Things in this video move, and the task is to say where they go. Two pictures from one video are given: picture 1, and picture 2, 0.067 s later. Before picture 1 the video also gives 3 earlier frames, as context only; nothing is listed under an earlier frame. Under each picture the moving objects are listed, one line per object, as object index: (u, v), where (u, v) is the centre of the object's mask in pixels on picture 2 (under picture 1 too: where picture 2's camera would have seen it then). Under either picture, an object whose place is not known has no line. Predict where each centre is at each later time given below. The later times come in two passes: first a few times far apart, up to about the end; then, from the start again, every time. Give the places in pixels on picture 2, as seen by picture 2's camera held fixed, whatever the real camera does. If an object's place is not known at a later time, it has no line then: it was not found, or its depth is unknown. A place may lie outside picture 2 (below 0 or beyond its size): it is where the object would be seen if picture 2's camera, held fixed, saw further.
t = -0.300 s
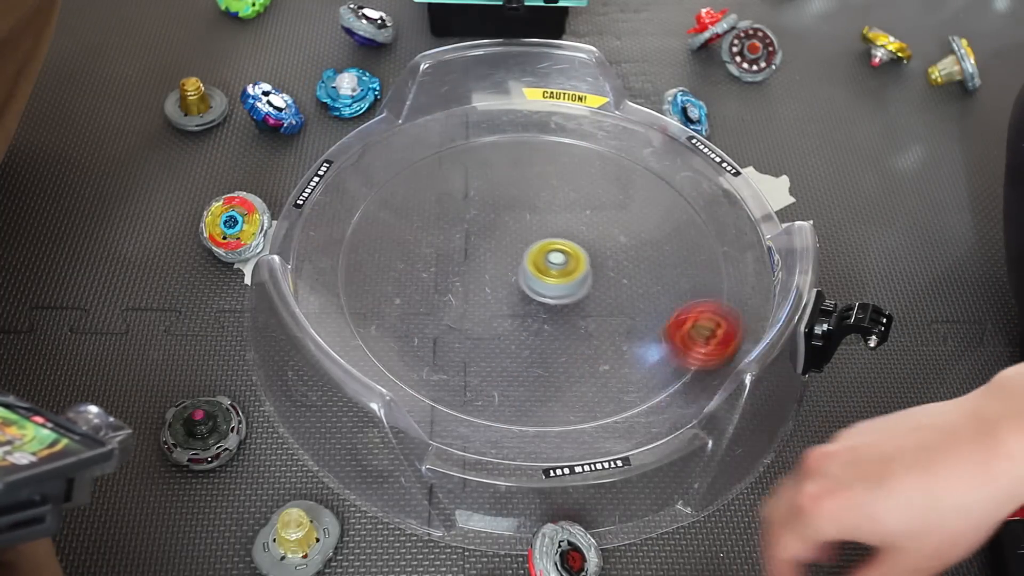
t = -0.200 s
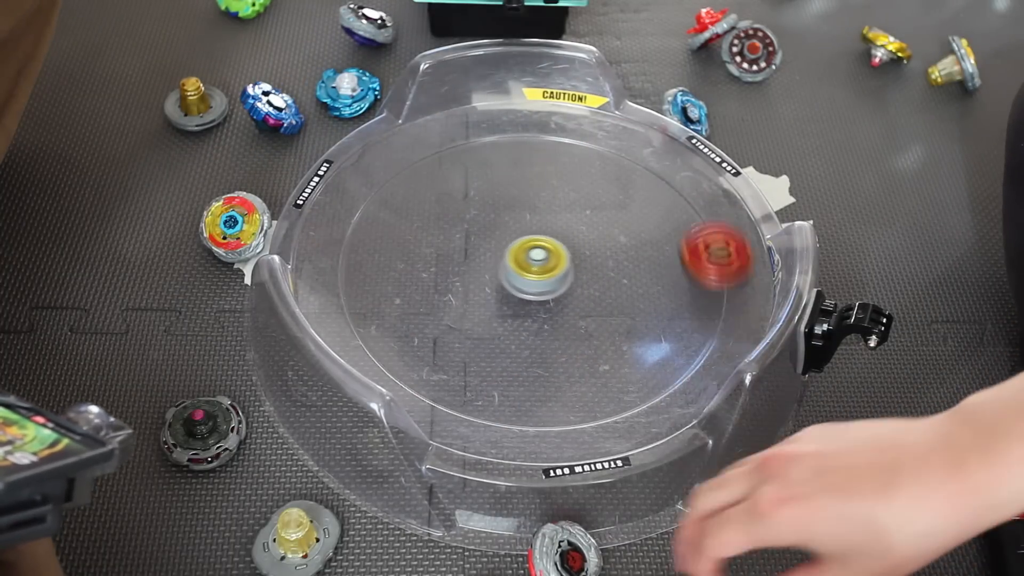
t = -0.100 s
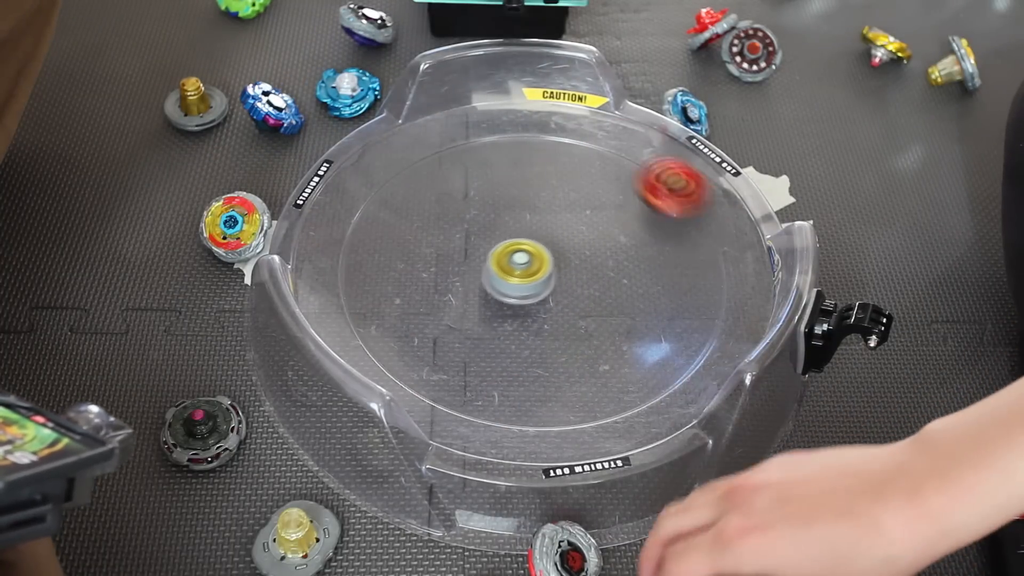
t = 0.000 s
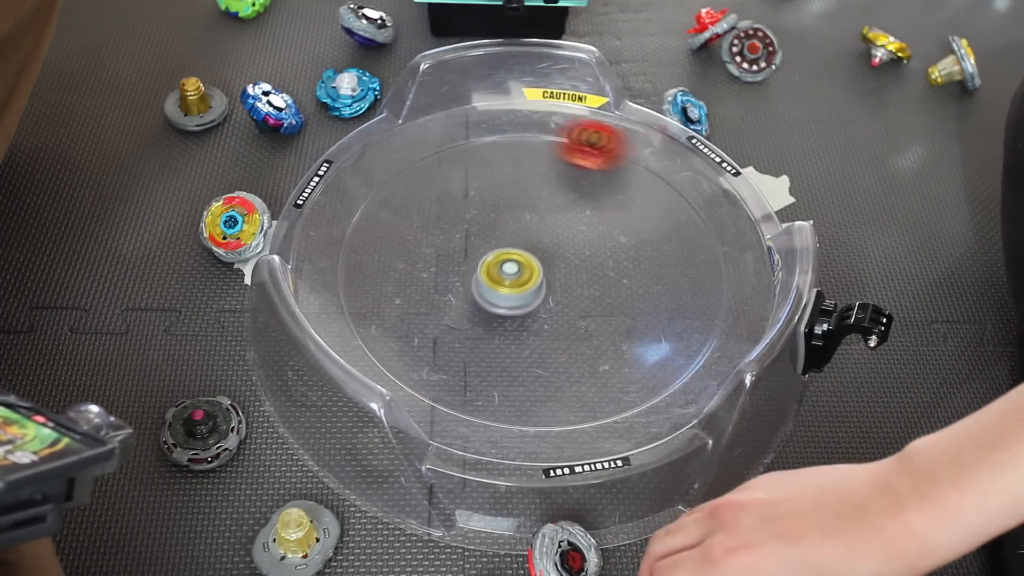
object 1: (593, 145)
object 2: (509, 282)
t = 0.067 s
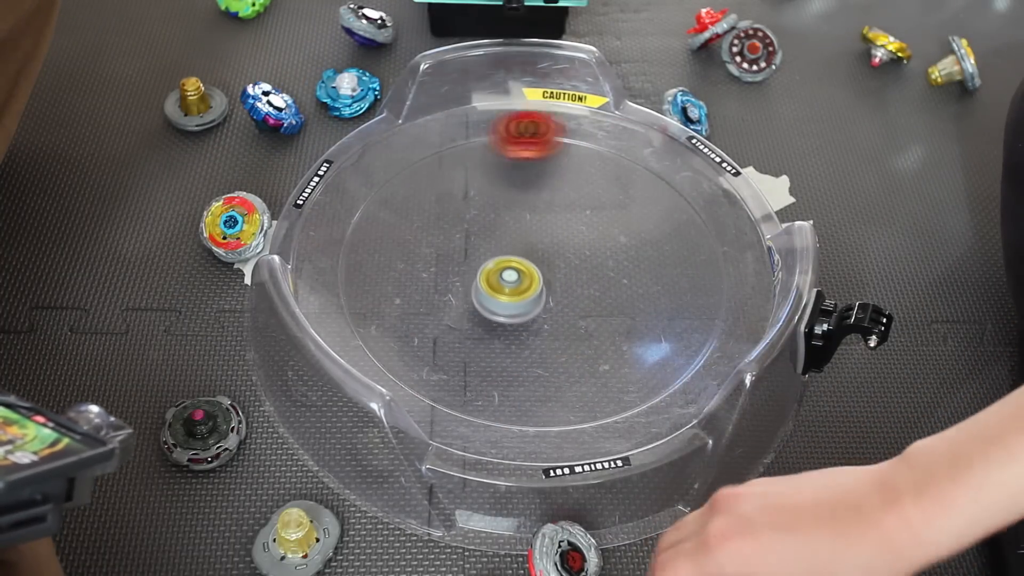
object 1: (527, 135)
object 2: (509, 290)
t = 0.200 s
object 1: (406, 167)
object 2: (520, 300)
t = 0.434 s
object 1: (386, 346)
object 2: (546, 289)
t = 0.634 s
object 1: (606, 394)
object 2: (528, 267)
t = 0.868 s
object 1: (699, 243)
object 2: (497, 274)
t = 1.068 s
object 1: (568, 138)
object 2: (512, 289)
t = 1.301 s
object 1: (371, 191)
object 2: (539, 273)
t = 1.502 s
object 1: (397, 350)
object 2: (526, 254)
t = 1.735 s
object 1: (639, 370)
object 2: (505, 267)
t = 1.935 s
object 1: (699, 233)
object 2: (531, 281)
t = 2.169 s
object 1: (544, 128)
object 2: (553, 266)
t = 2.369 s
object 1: (385, 182)
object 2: (535, 255)
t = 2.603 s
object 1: (413, 354)
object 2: (525, 277)
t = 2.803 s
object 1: (620, 384)
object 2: (552, 287)
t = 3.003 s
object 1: (714, 262)
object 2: (555, 270)
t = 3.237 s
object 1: (587, 141)
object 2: (535, 278)
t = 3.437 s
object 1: (416, 169)
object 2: (543, 291)
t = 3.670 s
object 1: (387, 332)
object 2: (543, 277)
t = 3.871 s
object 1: (573, 400)
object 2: (524, 284)
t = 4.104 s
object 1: (709, 279)
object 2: (536, 291)
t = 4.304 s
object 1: (617, 163)
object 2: (533, 277)
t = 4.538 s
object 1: (420, 167)
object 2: (513, 280)
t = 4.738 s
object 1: (360, 294)
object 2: (529, 281)
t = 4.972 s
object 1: (546, 396)
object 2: (519, 268)
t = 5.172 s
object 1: (690, 308)
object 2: (515, 275)
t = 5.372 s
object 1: (638, 178)
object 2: (529, 274)
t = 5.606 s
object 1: (452, 148)
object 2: (529, 264)
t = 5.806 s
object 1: (361, 257)
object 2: (525, 267)
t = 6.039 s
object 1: (514, 384)
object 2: (532, 272)
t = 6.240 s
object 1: (679, 320)
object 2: (537, 268)
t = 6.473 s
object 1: (640, 175)
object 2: (539, 269)
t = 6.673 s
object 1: (483, 147)
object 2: (543, 275)
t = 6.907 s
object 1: (378, 270)
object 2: (541, 282)
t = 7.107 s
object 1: (503, 382)
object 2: (545, 280)
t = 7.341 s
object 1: (687, 316)
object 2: (535, 282)
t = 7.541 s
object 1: (652, 194)
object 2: (539, 287)
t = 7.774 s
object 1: (467, 165)
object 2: (538, 280)
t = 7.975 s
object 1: (380, 274)
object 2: (527, 277)
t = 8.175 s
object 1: (498, 382)
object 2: (521, 280)
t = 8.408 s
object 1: (673, 315)
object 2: (526, 280)
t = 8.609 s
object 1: (628, 193)
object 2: (525, 274)
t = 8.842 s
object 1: (447, 172)
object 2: (518, 274)
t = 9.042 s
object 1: (381, 284)
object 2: (526, 278)
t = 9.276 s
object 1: (549, 375)
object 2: (530, 270)
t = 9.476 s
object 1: (670, 287)
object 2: (523, 268)
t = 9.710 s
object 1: (580, 167)
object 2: (527, 274)
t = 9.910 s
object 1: (430, 185)
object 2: (535, 276)
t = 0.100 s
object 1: (494, 136)
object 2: (510, 293)
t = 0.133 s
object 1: (462, 142)
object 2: (512, 296)
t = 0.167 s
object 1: (433, 152)
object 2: (516, 298)
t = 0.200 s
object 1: (406, 167)
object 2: (520, 300)
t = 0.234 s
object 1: (383, 184)
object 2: (525, 301)
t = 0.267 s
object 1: (364, 205)
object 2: (529, 301)
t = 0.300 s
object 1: (351, 230)
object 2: (534, 301)
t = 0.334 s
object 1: (346, 258)
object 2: (538, 300)
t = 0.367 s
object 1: (352, 289)
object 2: (542, 297)
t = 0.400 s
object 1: (363, 318)
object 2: (544, 294)
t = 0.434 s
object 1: (386, 346)
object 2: (546, 289)
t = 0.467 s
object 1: (416, 369)
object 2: (546, 285)
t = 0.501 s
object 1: (449, 387)
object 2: (545, 280)
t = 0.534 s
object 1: (486, 399)
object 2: (542, 276)
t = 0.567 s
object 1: (528, 404)
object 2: (537, 273)
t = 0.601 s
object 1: (568, 403)
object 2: (533, 270)
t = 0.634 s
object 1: (606, 394)
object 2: (528, 267)
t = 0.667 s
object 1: (637, 380)
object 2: (522, 265)
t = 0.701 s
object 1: (664, 364)
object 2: (516, 264)
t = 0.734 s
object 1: (686, 342)
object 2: (511, 264)
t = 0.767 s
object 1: (699, 319)
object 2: (506, 266)
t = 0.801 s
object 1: (706, 293)
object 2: (502, 268)
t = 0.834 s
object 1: (706, 267)
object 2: (499, 271)
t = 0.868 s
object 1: (699, 243)
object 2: (497, 274)
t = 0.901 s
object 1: (688, 219)
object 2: (496, 278)
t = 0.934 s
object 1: (671, 197)
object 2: (497, 281)
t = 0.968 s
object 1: (650, 177)
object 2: (499, 284)
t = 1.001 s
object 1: (627, 161)
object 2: (503, 287)
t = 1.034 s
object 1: (601, 148)
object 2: (507, 288)
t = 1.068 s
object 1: (568, 138)
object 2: (512, 289)
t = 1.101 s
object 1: (537, 132)
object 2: (518, 289)
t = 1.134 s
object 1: (506, 130)
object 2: (523, 288)
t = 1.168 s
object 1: (475, 133)
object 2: (529, 286)
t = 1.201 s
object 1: (446, 139)
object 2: (533, 284)
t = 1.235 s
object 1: (417, 151)
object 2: (537, 281)
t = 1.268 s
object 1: (392, 168)
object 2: (539, 277)
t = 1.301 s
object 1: (371, 191)
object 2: (539, 273)
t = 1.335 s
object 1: (356, 215)
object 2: (539, 270)
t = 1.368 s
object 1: (349, 244)
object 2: (538, 266)
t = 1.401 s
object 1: (350, 274)
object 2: (537, 262)
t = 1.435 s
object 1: (358, 302)
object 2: (535, 258)
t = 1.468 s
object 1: (374, 327)
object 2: (531, 256)
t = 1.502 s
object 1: (397, 350)
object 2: (526, 254)
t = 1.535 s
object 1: (429, 371)
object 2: (521, 253)
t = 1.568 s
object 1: (462, 384)
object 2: (517, 253)
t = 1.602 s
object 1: (498, 393)
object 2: (512, 255)
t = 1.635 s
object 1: (537, 396)
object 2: (509, 257)
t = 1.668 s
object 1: (574, 393)
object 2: (506, 260)
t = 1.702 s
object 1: (609, 385)
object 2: (505, 263)
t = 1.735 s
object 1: (639, 370)
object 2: (505, 267)
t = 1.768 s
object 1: (666, 351)
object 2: (506, 271)
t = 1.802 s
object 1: (686, 331)
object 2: (508, 274)
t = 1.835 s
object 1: (698, 306)
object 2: (513, 278)
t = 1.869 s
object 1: (705, 283)
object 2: (518, 280)
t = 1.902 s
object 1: (705, 258)
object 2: (524, 281)
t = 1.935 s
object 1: (699, 233)
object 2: (531, 281)
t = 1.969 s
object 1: (687, 210)
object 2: (537, 281)
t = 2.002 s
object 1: (671, 189)
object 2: (542, 280)
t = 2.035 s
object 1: (651, 170)
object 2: (546, 278)
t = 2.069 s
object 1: (629, 155)
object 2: (549, 276)
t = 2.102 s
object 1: (604, 143)
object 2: (551, 273)
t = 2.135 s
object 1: (574, 134)
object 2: (553, 269)
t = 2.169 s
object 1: (544, 128)
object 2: (553, 266)
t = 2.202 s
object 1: (513, 127)
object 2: (553, 262)
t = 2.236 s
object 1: (483, 130)
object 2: (551, 259)
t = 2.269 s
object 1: (454, 137)
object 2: (548, 257)
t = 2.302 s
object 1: (429, 149)
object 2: (544, 255)
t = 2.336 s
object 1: (404, 164)
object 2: (539, 255)
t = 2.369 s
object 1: (385, 182)
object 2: (535, 255)
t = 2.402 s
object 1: (370, 203)
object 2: (530, 257)
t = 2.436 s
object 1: (360, 228)
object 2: (526, 259)
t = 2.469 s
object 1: (357, 254)
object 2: (524, 263)
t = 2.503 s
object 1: (360, 280)
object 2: (522, 266)
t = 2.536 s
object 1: (371, 307)
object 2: (522, 270)
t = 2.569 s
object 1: (389, 332)
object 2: (523, 273)
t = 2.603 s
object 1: (413, 354)
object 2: (525, 277)
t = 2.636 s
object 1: (442, 372)
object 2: (528, 281)
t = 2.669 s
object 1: (475, 385)
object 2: (532, 283)
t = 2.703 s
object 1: (513, 394)
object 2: (537, 286)
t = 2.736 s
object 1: (549, 396)
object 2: (542, 287)
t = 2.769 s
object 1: (586, 392)
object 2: (547, 288)
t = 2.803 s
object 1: (620, 384)
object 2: (552, 287)
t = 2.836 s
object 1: (650, 369)
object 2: (557, 285)
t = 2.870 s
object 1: (675, 353)
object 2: (559, 282)
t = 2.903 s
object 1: (694, 332)
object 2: (560, 279)
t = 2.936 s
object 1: (707, 309)
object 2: (559, 276)
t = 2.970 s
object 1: (714, 286)
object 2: (558, 273)
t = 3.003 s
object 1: (714, 262)
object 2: (555, 270)
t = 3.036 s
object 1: (708, 238)
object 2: (552, 269)
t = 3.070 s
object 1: (697, 216)
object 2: (548, 268)
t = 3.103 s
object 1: (683, 196)
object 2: (544, 268)
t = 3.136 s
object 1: (663, 178)
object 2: (541, 270)
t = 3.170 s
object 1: (640, 163)
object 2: (540, 271)
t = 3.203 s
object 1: (615, 150)
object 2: (538, 275)
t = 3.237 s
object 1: (587, 141)
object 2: (535, 278)
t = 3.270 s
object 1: (557, 135)
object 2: (533, 281)
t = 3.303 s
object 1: (526, 134)
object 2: (532, 283)
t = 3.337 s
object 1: (497, 137)
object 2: (532, 286)
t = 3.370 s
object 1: (467, 144)
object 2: (535, 289)
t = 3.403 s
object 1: (440, 155)
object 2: (539, 291)
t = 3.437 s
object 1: (416, 169)
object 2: (543, 291)
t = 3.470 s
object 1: (395, 187)
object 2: (548, 290)
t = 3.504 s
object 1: (379, 208)
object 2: (552, 289)
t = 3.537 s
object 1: (367, 231)
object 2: (554, 286)
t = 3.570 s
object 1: (362, 257)
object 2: (554, 283)
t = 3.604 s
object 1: (363, 282)
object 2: (551, 280)
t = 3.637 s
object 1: (372, 309)
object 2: (548, 278)
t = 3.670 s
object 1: (387, 332)
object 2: (543, 277)
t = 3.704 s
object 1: (409, 354)
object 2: (538, 277)
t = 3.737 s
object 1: (437, 374)
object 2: (533, 278)
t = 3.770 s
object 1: (467, 387)
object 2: (529, 279)
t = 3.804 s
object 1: (503, 397)
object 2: (526, 280)
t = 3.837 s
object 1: (538, 401)
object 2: (524, 282)
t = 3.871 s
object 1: (573, 400)
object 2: (524, 284)
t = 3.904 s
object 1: (606, 393)
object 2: (524, 286)
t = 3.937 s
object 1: (636, 382)
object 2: (524, 288)
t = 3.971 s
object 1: (662, 366)
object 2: (526, 289)
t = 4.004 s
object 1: (684, 348)
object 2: (528, 291)
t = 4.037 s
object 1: (698, 326)
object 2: (530, 291)
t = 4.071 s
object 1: (707, 303)
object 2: (533, 291)
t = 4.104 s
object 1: (709, 279)
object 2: (536, 291)
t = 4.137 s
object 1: (705, 256)
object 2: (539, 289)
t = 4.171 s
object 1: (696, 234)
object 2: (540, 286)
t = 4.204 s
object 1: (682, 212)
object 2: (540, 283)
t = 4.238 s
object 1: (665, 193)
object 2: (539, 281)
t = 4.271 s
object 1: (642, 176)
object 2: (536, 279)
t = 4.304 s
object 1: (617, 163)
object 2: (533, 277)
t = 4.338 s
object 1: (590, 153)
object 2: (529, 276)
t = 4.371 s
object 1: (561, 145)
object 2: (525, 275)
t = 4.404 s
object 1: (531, 142)
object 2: (521, 274)
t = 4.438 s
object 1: (501, 143)
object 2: (517, 275)
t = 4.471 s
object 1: (472, 147)
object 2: (514, 276)
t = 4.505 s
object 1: (444, 155)
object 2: (513, 278)
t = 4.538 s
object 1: (420, 167)
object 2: (513, 280)
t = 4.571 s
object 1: (397, 183)
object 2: (515, 282)
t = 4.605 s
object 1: (379, 201)
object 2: (517, 284)
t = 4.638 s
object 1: (365, 222)
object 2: (520, 284)
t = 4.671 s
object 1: (357, 245)
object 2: (524, 284)
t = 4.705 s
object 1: (355, 270)
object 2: (527, 283)
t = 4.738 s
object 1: (360, 294)
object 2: (529, 281)
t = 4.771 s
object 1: (372, 319)
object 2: (530, 278)
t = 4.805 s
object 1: (390, 342)
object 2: (530, 276)
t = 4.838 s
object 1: (415, 362)
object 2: (529, 273)
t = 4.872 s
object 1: (443, 378)
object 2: (526, 271)
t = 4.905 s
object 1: (476, 389)
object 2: (524, 270)
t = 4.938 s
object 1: (512, 395)
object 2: (522, 269)
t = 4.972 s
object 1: (546, 396)
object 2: (519, 268)
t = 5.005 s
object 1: (580, 392)
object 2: (516, 268)
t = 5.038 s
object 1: (610, 383)
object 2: (515, 269)
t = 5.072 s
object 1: (640, 367)
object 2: (514, 270)
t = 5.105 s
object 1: (661, 350)
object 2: (514, 272)
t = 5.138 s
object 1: (679, 330)
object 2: (514, 273)
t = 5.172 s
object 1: (690, 308)
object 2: (515, 275)
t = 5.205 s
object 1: (695, 284)
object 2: (517, 276)
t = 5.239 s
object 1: (693, 260)
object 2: (521, 277)
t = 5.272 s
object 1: (686, 237)
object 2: (523, 277)
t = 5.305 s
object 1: (674, 216)
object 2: (526, 276)
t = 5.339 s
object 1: (658, 196)
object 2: (528, 276)
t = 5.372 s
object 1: (638, 178)
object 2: (529, 274)
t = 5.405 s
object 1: (616, 164)
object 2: (530, 273)
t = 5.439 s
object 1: (591, 153)
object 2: (531, 271)
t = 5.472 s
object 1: (564, 144)
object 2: (531, 269)
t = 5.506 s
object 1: (534, 139)
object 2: (531, 267)
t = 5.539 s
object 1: (507, 138)
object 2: (531, 266)
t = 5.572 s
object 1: (478, 141)
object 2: (530, 265)
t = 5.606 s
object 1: (452, 148)
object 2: (529, 264)
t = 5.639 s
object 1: (428, 159)
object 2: (528, 264)
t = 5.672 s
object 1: (406, 173)
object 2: (527, 264)
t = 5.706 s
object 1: (387, 190)
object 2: (526, 265)
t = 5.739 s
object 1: (373, 211)
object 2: (525, 265)
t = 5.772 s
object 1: (364, 233)
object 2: (525, 266)
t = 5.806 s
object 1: (361, 257)
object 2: (525, 267)
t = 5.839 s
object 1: (366, 282)
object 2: (525, 268)
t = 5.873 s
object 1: (377, 307)
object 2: (525, 269)
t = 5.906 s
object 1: (395, 330)
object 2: (526, 270)
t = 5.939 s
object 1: (419, 350)
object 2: (528, 271)
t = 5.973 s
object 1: (448, 367)
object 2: (529, 272)
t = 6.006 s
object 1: (481, 378)
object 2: (531, 272)
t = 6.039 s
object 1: (514, 384)
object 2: (532, 272)
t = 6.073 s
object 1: (549, 385)
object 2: (533, 272)
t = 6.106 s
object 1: (583, 381)
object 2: (534, 271)
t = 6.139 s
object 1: (612, 372)
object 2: (535, 270)
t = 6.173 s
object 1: (640, 358)
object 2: (536, 269)
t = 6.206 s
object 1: (663, 340)
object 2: (537, 268)
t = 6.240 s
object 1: (679, 320)
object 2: (537, 268)
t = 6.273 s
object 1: (689, 298)
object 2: (538, 267)
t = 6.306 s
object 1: (695, 276)
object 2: (538, 267)
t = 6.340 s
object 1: (693, 253)
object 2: (538, 268)
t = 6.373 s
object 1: (686, 231)
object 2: (538, 268)
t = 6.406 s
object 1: (675, 210)
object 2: (538, 268)
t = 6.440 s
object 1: (659, 192)
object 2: (539, 268)
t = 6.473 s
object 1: (640, 175)
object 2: (539, 269)
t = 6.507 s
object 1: (618, 162)
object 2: (540, 269)
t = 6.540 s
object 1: (593, 152)
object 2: (542, 270)
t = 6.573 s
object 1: (566, 144)
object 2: (544, 271)
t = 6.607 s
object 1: (538, 141)
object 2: (544, 273)
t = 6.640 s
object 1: (510, 142)
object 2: (544, 274)
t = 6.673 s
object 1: (483, 147)
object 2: (543, 275)
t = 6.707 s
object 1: (457, 155)
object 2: (543, 276)
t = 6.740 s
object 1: (434, 167)
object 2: (541, 277)
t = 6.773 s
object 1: (414, 183)
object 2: (540, 278)
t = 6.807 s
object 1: (396, 201)
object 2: (540, 279)
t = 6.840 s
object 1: (385, 222)
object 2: (540, 280)
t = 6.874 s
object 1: (379, 246)
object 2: (540, 281)
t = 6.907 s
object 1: (378, 270)
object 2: (541, 282)
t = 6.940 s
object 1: (384, 294)
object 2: (542, 283)
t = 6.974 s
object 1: (397, 318)
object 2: (544, 283)
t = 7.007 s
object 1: (417, 339)
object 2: (545, 282)
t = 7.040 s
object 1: (442, 358)
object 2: (545, 281)
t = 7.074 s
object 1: (471, 372)
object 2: (545, 281)
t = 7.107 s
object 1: (503, 382)
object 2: (545, 280)
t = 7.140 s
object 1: (536, 386)
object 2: (544, 279)
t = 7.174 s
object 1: (570, 385)
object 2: (542, 278)
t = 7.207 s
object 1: (601, 379)
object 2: (541, 279)
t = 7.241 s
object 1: (629, 369)
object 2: (539, 279)
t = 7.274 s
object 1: (653, 354)
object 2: (537, 280)
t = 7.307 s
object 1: (674, 336)
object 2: (536, 281)
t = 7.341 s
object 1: (687, 316)
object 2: (535, 282)
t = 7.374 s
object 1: (694, 295)
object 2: (535, 283)
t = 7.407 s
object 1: (696, 273)
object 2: (535, 284)
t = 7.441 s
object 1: (692, 251)
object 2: (535, 285)
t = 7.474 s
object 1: (683, 231)
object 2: (536, 286)
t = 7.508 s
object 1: (669, 211)
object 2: (537, 288)
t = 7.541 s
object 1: (652, 194)
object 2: (539, 287)
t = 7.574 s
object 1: (630, 180)
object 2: (540, 286)
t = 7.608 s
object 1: (605, 168)
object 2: (541, 285)
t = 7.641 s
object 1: (581, 160)
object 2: (541, 283)
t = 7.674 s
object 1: (550, 155)
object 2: (541, 282)
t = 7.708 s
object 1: (522, 154)
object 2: (541, 281)
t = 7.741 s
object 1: (494, 158)
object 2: (540, 280)
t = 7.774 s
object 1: (467, 165)
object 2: (538, 280)
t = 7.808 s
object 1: (442, 176)
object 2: (536, 279)
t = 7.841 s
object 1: (420, 191)
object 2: (534, 279)
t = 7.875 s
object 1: (402, 208)
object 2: (533, 278)
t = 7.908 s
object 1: (389, 228)
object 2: (531, 277)
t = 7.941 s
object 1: (382, 251)
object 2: (529, 277)
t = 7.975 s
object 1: (380, 274)
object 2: (527, 277)
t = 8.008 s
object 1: (385, 298)
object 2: (526, 277)
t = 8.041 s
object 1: (398, 321)
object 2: (524, 278)
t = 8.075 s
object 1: (416, 343)
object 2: (523, 278)
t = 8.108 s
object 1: (440, 360)
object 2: (522, 279)
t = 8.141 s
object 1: (467, 373)
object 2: (522, 280)
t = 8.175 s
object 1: (498, 382)
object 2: (521, 280)
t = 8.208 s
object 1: (531, 386)
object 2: (521, 281)
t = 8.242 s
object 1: (562, 385)
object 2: (521, 281)
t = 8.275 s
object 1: (592, 379)
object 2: (522, 281)
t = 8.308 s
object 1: (619, 368)
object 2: (523, 281)
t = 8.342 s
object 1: (642, 353)
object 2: (524, 281)
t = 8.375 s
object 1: (661, 336)
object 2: (525, 280)
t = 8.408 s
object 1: (673, 315)
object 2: (526, 280)
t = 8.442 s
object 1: (680, 293)
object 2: (527, 279)
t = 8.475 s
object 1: (680, 271)
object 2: (527, 278)
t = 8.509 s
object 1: (674, 249)
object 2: (527, 277)
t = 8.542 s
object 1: (663, 229)
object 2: (527, 275)
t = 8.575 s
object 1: (648, 209)
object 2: (526, 275)
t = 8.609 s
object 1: (628, 193)
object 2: (525, 274)
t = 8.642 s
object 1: (606, 179)
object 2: (523, 273)
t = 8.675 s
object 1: (582, 169)
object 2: (522, 273)
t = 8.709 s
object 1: (554, 162)
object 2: (521, 272)
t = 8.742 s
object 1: (526, 159)
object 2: (520, 272)
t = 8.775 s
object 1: (499, 159)
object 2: (519, 272)
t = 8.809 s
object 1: (472, 164)
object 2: (518, 273)
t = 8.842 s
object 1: (447, 172)
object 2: (518, 274)
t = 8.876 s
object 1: (425, 184)
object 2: (518, 275)
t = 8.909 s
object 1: (405, 200)
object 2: (518, 276)
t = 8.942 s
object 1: (391, 218)
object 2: (519, 277)
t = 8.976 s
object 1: (382, 239)
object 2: (522, 278)
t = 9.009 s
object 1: (379, 261)
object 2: (524, 278)
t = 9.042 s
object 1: (381, 284)
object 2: (526, 278)
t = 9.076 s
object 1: (391, 306)
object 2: (528, 278)
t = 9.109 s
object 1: (407, 327)
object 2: (530, 277)
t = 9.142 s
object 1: (428, 346)
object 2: (531, 275)
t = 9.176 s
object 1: (456, 360)
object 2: (531, 274)
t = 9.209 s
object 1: (486, 370)
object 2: (531, 273)
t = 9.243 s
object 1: (517, 375)
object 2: (531, 271)
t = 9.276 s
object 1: (549, 375)
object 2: (530, 270)
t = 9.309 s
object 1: (582, 370)
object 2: (529, 269)
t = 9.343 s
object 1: (607, 359)
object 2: (528, 268)
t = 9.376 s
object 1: (631, 346)
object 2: (527, 268)
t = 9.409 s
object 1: (651, 328)
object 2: (526, 268)
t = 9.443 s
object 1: (664, 308)
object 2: (525, 268)
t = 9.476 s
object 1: (670, 287)
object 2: (523, 268)
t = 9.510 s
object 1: (671, 266)
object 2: (523, 269)
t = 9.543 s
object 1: (667, 245)
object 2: (522, 270)
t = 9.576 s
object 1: (657, 224)
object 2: (523, 270)
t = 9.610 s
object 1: (643, 205)
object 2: (523, 271)
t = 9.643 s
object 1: (625, 189)
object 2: (524, 272)
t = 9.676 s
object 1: (603, 176)
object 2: (525, 273)
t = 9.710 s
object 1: (580, 167)
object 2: (527, 274)
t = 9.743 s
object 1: (554, 160)
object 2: (528, 275)
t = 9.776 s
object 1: (527, 156)
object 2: (530, 276)
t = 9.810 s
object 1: (500, 157)
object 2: (531, 277)
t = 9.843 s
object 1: (475, 163)
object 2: (533, 277)
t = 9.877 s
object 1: (452, 172)
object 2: (534, 277)
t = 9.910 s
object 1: (430, 185)
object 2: (535, 276)
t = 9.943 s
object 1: (414, 201)
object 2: (535, 275)
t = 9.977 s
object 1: (401, 220)
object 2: (535, 274)
